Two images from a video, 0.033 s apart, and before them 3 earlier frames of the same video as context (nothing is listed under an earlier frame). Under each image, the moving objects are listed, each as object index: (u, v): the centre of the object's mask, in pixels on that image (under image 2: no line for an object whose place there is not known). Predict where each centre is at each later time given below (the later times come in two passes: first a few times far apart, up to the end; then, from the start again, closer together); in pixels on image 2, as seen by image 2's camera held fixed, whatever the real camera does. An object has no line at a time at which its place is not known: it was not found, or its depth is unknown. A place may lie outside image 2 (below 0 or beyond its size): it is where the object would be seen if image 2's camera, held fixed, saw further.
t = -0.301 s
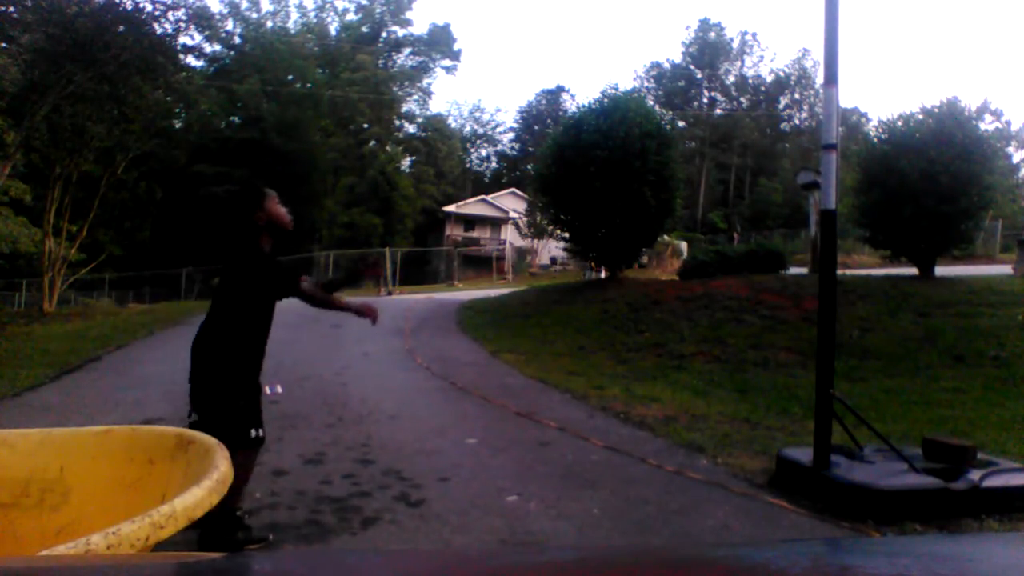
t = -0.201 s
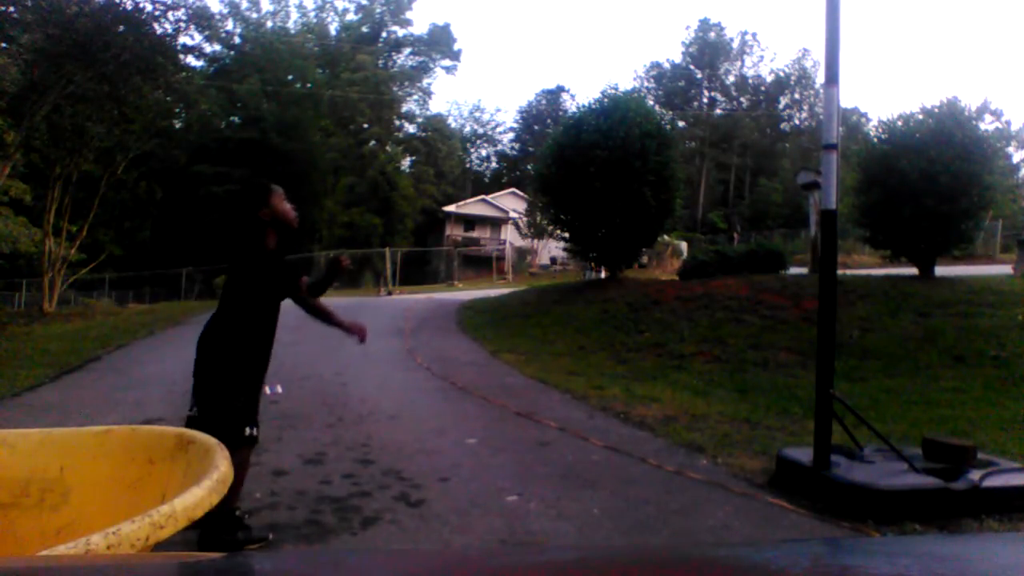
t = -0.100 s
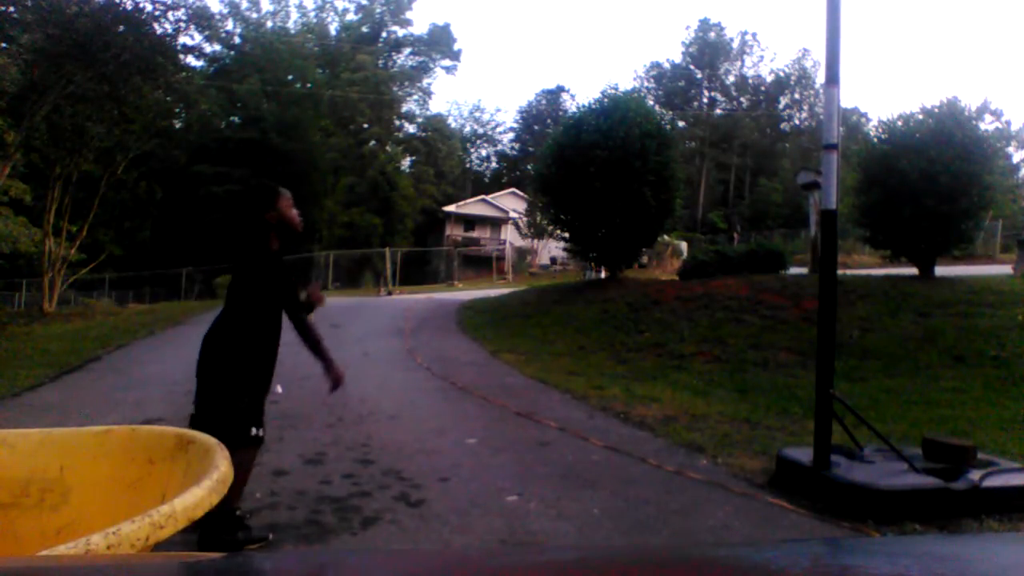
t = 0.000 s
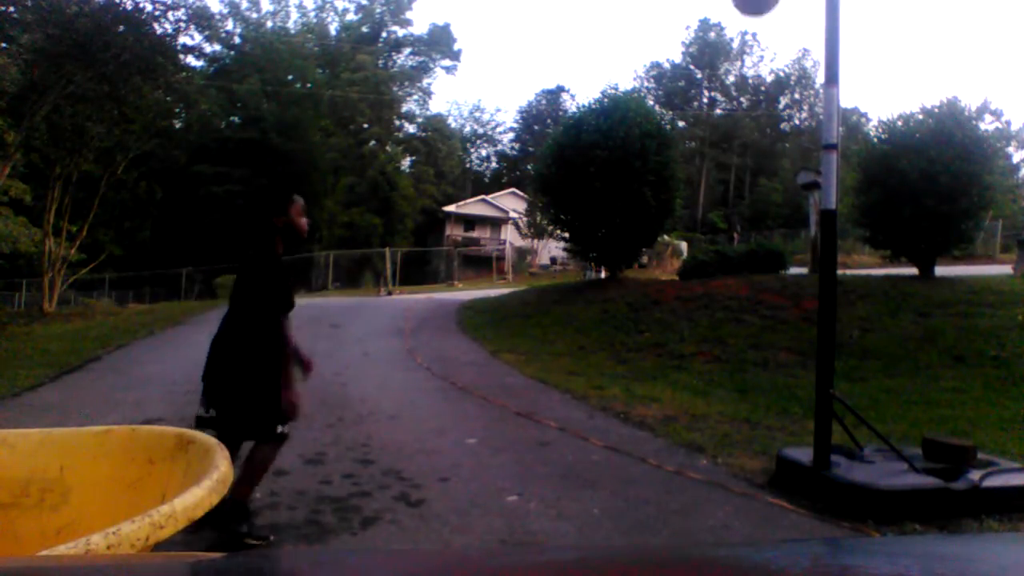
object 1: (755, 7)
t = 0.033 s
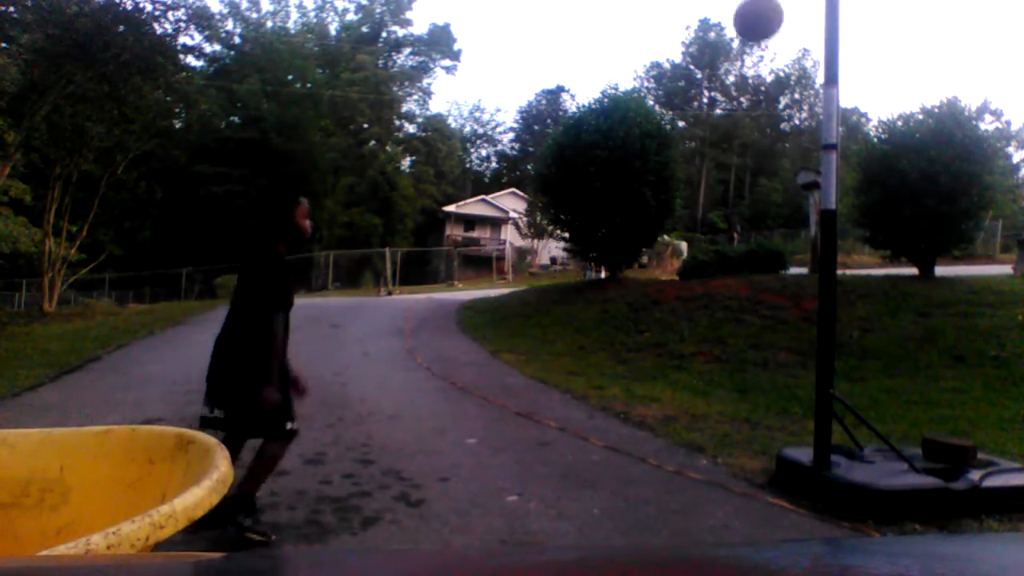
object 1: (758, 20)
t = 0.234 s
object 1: (764, 218)
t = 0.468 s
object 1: (759, 411)
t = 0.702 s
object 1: (733, 340)
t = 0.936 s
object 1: (697, 374)
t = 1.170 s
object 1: (684, 420)
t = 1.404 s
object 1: (719, 377)
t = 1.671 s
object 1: (747, 457)
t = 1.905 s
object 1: (782, 406)
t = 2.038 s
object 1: (795, 424)
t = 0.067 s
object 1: (759, 47)
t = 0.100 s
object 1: (762, 79)
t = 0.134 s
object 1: (763, 110)
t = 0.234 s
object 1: (764, 218)
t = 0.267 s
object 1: (764, 261)
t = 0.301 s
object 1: (764, 303)
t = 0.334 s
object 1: (764, 348)
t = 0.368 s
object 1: (763, 392)
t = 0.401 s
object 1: (763, 446)
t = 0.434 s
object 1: (762, 429)
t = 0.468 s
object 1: (759, 411)
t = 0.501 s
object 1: (755, 395)
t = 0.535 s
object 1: (753, 380)
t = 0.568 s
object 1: (749, 368)
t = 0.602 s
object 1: (745, 358)
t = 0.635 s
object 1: (741, 350)
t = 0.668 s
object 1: (737, 344)
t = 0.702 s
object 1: (733, 340)
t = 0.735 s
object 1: (729, 339)
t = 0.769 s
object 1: (724, 339)
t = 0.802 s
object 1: (719, 342)
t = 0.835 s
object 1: (714, 347)
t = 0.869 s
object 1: (709, 354)
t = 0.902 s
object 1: (703, 363)
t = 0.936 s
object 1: (697, 374)
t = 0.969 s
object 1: (692, 389)
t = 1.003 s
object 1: (686, 406)
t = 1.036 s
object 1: (679, 424)
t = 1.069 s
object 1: (673, 446)
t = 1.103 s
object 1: (673, 451)
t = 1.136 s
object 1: (678, 434)
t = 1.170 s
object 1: (684, 420)
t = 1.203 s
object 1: (690, 407)
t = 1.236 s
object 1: (694, 397)
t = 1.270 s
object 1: (700, 389)
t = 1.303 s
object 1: (705, 382)
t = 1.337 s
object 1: (710, 379)
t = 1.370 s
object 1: (714, 377)
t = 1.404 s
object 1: (719, 377)
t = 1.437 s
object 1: (723, 380)
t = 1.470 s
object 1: (727, 384)
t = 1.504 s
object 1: (731, 391)
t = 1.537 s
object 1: (735, 400)
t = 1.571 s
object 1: (739, 412)
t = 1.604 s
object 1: (741, 425)
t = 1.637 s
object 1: (744, 441)
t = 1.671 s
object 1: (747, 457)
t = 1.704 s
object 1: (754, 442)
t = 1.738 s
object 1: (758, 432)
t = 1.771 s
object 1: (764, 422)
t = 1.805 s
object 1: (768, 415)
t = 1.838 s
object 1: (772, 410)
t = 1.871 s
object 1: (778, 407)
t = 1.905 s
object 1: (782, 406)
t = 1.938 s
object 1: (787, 408)
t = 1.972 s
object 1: (790, 411)
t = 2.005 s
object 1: (793, 416)
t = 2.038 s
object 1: (795, 424)
